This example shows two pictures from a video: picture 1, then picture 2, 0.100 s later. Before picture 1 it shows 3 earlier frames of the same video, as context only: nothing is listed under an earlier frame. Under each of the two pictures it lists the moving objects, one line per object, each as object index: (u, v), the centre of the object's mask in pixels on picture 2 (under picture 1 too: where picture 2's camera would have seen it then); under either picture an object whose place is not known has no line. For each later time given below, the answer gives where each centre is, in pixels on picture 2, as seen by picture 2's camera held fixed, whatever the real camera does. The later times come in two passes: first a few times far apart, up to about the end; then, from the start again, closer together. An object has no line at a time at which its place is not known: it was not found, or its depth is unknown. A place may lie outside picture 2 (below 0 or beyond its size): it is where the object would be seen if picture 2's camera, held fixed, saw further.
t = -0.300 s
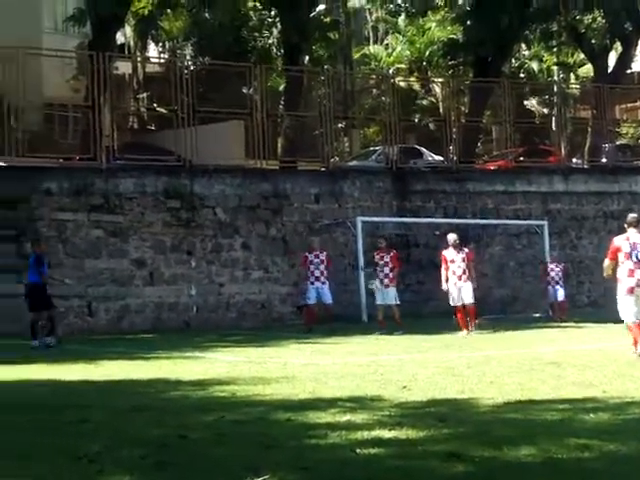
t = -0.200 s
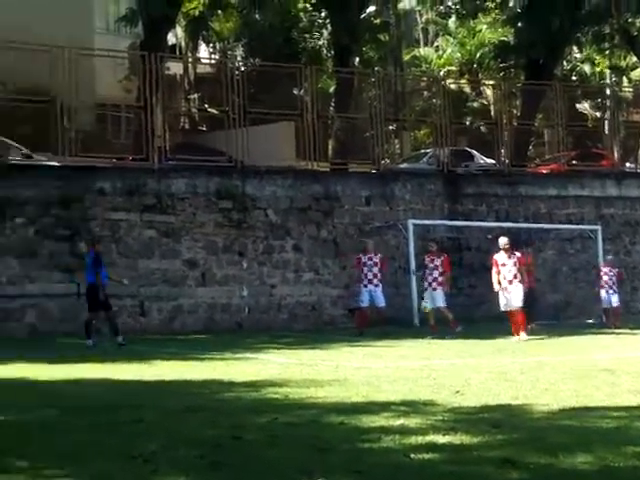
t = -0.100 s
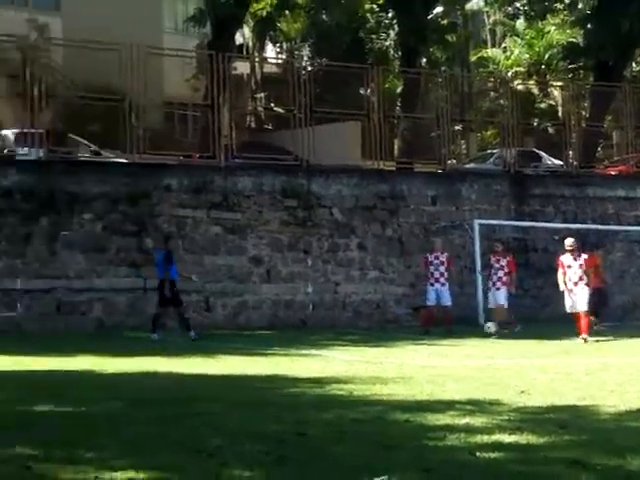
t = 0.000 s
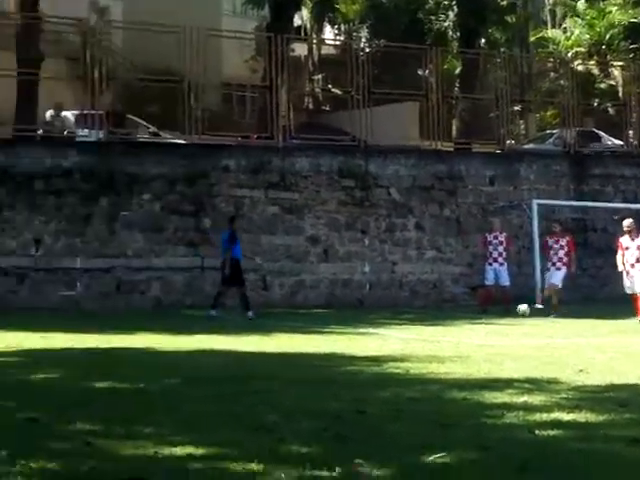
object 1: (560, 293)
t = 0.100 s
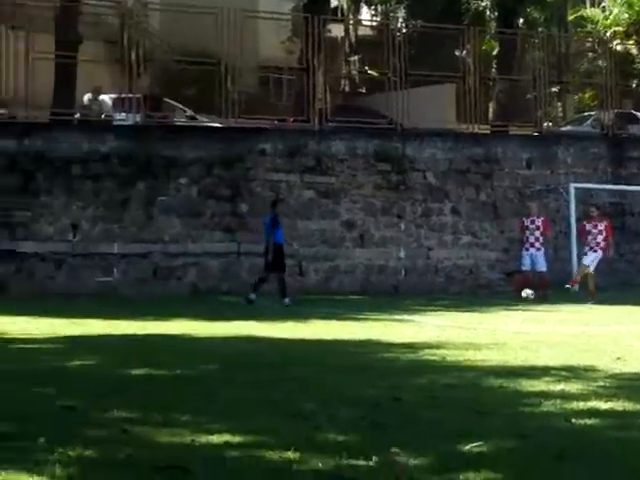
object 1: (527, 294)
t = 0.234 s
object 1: (481, 295)
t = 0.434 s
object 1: (419, 295)
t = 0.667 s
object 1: (350, 297)
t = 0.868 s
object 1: (292, 296)
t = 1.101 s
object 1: (230, 293)
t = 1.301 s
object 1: (180, 295)
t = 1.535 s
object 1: (128, 294)
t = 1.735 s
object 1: (82, 294)
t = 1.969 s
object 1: (26, 294)
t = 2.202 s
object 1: (-24, 294)
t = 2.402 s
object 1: (-63, 294)
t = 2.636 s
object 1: (-109, 295)
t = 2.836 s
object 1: (-144, 294)
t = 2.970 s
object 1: (-166, 294)
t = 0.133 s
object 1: (516, 294)
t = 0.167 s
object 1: (504, 295)
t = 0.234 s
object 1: (481, 295)
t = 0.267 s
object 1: (470, 293)
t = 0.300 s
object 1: (460, 293)
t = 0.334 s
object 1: (450, 295)
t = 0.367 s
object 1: (440, 296)
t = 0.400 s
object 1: (429, 295)
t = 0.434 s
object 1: (419, 295)
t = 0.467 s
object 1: (409, 295)
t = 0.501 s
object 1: (398, 294)
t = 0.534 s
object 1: (388, 294)
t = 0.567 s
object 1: (377, 295)
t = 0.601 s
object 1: (369, 295)
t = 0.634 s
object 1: (360, 297)
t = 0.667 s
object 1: (350, 297)
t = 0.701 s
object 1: (339, 294)
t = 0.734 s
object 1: (331, 296)
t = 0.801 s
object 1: (313, 296)
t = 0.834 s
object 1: (303, 294)
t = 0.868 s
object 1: (292, 296)
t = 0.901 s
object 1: (285, 294)
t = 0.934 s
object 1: (276, 293)
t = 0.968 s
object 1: (264, 294)
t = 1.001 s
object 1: (257, 297)
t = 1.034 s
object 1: (250, 298)
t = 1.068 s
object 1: (239, 295)
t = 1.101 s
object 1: (230, 293)
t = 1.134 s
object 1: (222, 294)
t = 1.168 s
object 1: (213, 295)
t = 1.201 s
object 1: (205, 294)
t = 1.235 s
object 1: (197, 294)
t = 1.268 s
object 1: (189, 294)
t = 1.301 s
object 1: (180, 295)
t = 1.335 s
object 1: (174, 296)
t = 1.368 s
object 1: (167, 296)
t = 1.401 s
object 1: (158, 295)
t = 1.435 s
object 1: (150, 296)
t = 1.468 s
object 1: (143, 296)
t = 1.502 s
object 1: (136, 295)
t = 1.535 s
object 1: (128, 294)
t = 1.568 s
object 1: (120, 294)
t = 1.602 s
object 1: (113, 294)
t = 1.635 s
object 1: (105, 294)
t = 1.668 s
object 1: (97, 293)
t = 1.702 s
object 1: (90, 294)
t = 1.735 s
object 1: (82, 294)
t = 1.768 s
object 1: (74, 294)
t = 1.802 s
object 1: (68, 293)
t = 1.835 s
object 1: (57, 292)
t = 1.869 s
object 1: (50, 292)
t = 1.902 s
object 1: (42, 293)
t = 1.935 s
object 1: (34, 294)
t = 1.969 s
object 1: (26, 294)
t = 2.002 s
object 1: (21, 294)
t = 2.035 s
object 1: (10, 295)
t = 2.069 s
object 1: (3, 294)
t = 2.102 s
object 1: (-3, 294)
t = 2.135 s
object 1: (-10, 293)
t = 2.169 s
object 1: (-17, 294)
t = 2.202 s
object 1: (-24, 294)
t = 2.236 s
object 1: (-31, 292)
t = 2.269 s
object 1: (-36, 293)
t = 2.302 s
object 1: (-43, 293)
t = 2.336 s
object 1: (-51, 293)
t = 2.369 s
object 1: (-56, 293)
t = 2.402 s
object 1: (-63, 294)
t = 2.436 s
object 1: (-70, 295)
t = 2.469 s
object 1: (-77, 294)
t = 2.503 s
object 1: (-84, 294)
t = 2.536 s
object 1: (-90, 295)
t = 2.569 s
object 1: (-96, 295)
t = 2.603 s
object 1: (-103, 294)
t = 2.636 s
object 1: (-109, 295)
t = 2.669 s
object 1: (-114, 295)
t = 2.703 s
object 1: (-121, 295)
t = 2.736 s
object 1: (-126, 295)
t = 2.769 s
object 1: (-132, 294)
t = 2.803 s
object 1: (-137, 295)
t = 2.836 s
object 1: (-144, 294)
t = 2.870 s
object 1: (-149, 294)
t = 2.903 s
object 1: (-155, 293)
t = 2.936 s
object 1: (-160, 293)
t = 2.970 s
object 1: (-166, 294)
